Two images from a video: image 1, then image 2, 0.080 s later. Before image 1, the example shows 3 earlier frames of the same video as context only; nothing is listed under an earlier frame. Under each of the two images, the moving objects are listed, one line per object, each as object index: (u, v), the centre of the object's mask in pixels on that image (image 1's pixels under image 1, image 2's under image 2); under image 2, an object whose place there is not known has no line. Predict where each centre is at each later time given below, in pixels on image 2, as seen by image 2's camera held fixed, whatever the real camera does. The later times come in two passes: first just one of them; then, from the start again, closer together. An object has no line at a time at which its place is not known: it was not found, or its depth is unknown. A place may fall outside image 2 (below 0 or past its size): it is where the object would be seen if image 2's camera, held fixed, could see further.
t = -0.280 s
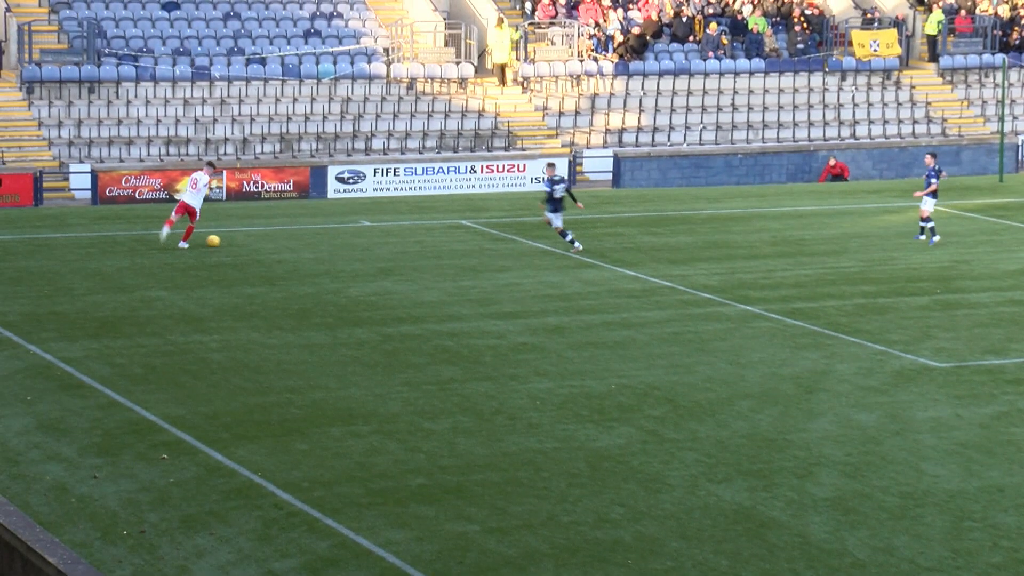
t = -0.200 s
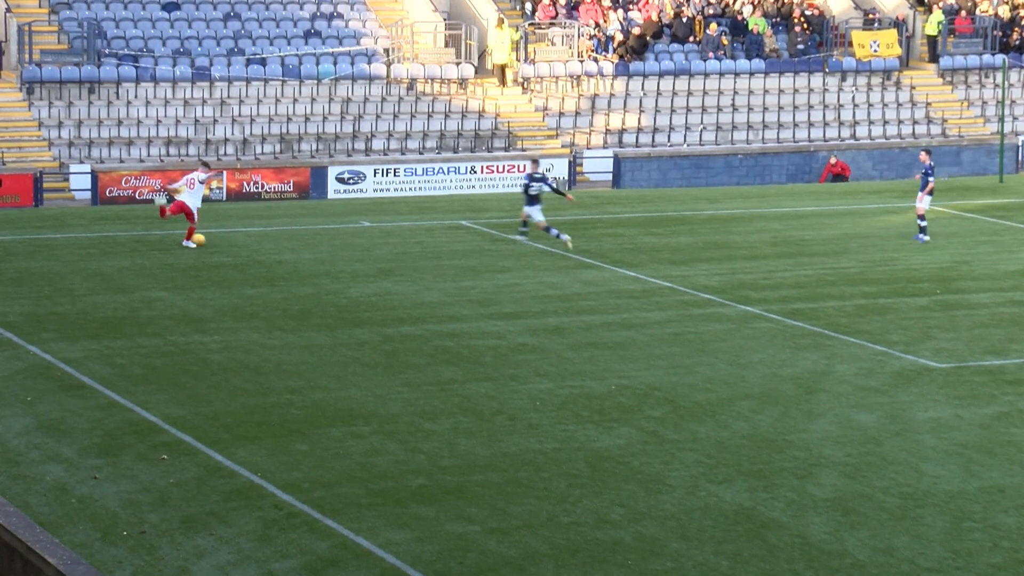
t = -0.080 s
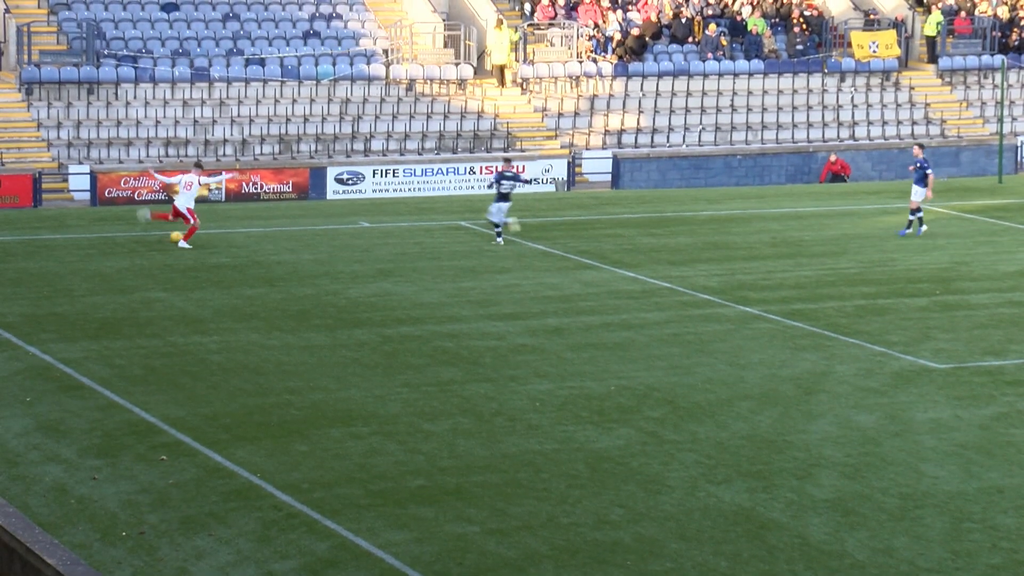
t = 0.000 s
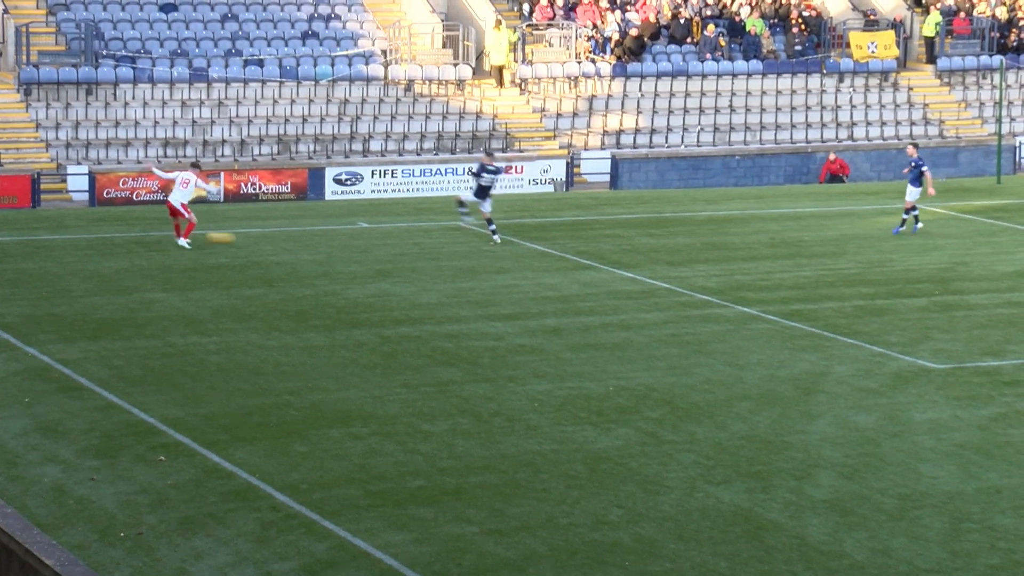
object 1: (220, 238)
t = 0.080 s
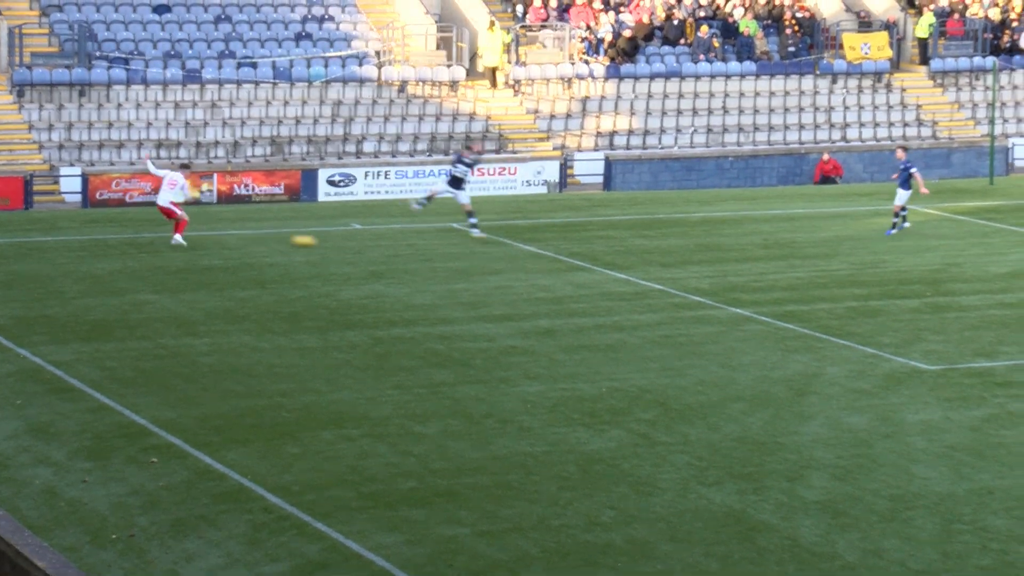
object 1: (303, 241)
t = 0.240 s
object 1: (471, 247)
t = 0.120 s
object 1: (346, 242)
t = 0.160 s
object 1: (390, 244)
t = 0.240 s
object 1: (471, 247)
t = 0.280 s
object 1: (511, 247)
